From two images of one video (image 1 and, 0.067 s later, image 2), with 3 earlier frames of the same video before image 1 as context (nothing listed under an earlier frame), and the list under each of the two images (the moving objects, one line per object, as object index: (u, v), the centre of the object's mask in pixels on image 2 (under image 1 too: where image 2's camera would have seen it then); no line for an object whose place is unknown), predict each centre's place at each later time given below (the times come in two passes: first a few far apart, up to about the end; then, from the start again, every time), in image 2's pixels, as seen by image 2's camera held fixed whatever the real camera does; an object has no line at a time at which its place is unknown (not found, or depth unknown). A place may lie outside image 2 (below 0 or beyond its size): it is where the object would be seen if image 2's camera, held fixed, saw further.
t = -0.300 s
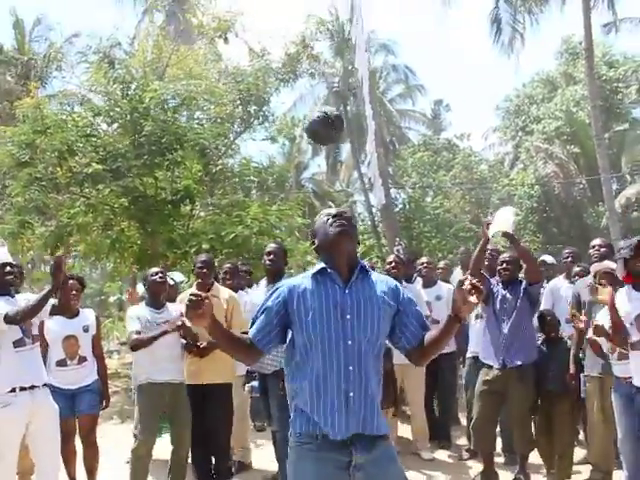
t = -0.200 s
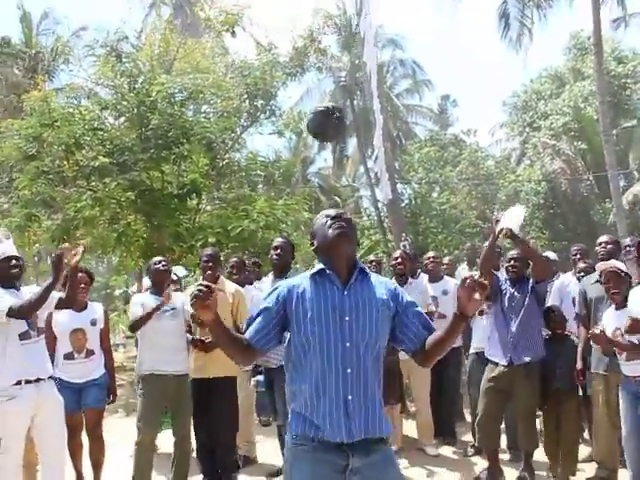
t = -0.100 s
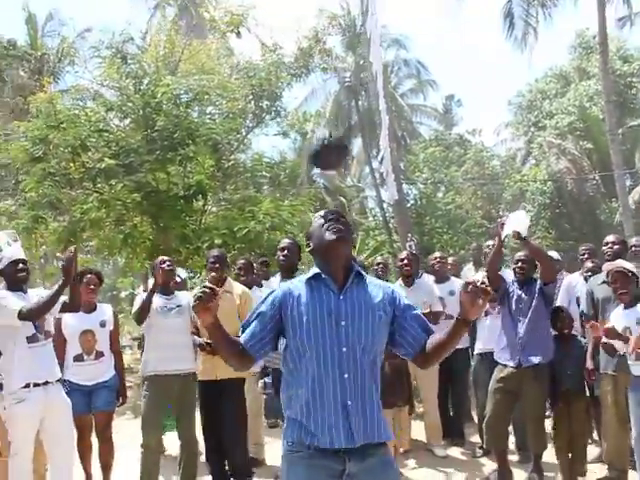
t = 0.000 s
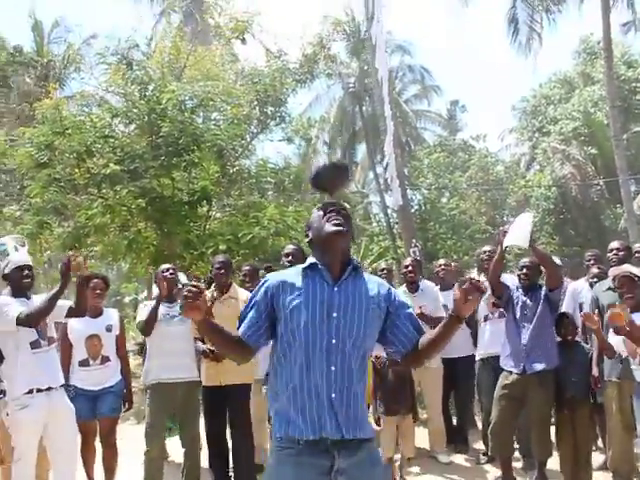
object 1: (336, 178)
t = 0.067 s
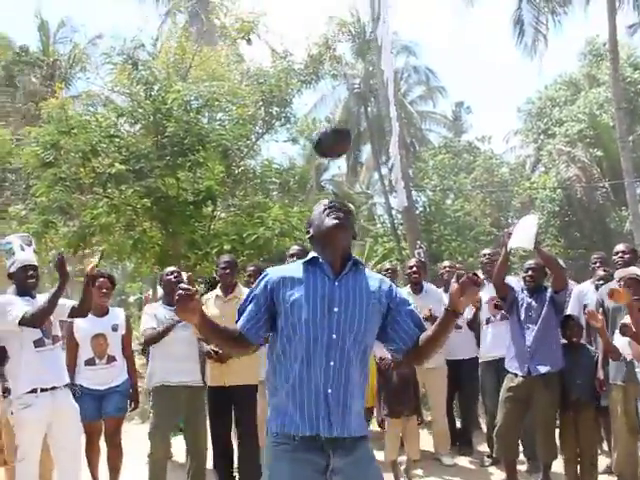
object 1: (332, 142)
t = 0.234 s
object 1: (326, 102)
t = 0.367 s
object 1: (324, 124)
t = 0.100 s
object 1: (330, 126)
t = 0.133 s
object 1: (329, 116)
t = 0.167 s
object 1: (328, 109)
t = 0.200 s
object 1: (327, 104)
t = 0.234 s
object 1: (326, 102)
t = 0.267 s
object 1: (326, 104)
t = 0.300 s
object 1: (325, 108)
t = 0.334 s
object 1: (325, 115)
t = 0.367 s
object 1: (324, 124)
